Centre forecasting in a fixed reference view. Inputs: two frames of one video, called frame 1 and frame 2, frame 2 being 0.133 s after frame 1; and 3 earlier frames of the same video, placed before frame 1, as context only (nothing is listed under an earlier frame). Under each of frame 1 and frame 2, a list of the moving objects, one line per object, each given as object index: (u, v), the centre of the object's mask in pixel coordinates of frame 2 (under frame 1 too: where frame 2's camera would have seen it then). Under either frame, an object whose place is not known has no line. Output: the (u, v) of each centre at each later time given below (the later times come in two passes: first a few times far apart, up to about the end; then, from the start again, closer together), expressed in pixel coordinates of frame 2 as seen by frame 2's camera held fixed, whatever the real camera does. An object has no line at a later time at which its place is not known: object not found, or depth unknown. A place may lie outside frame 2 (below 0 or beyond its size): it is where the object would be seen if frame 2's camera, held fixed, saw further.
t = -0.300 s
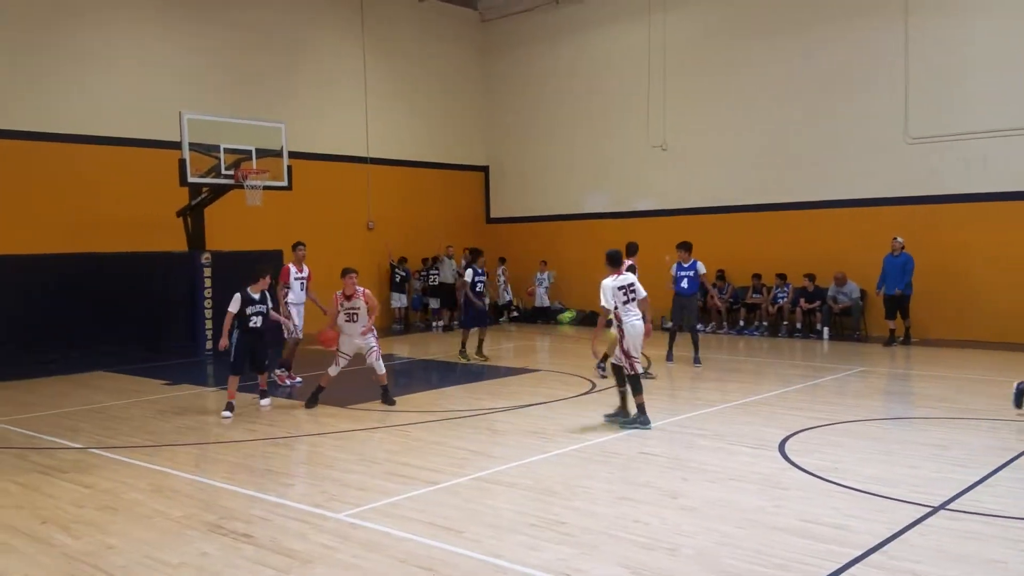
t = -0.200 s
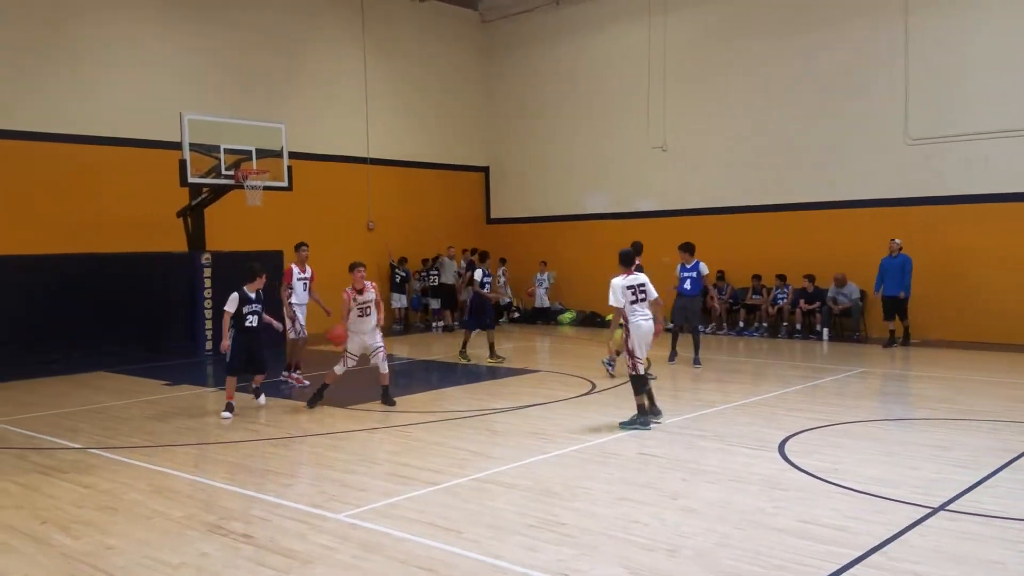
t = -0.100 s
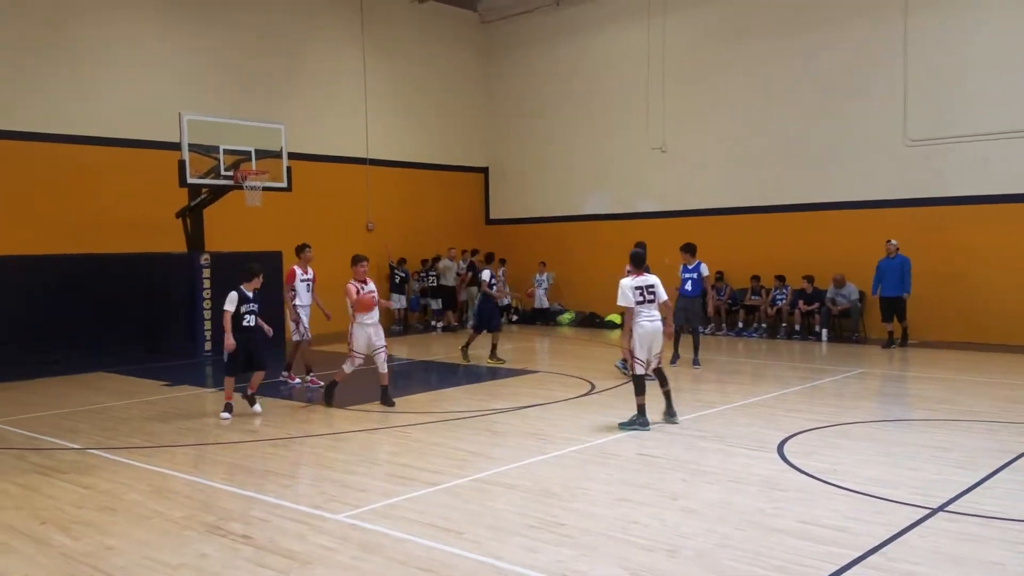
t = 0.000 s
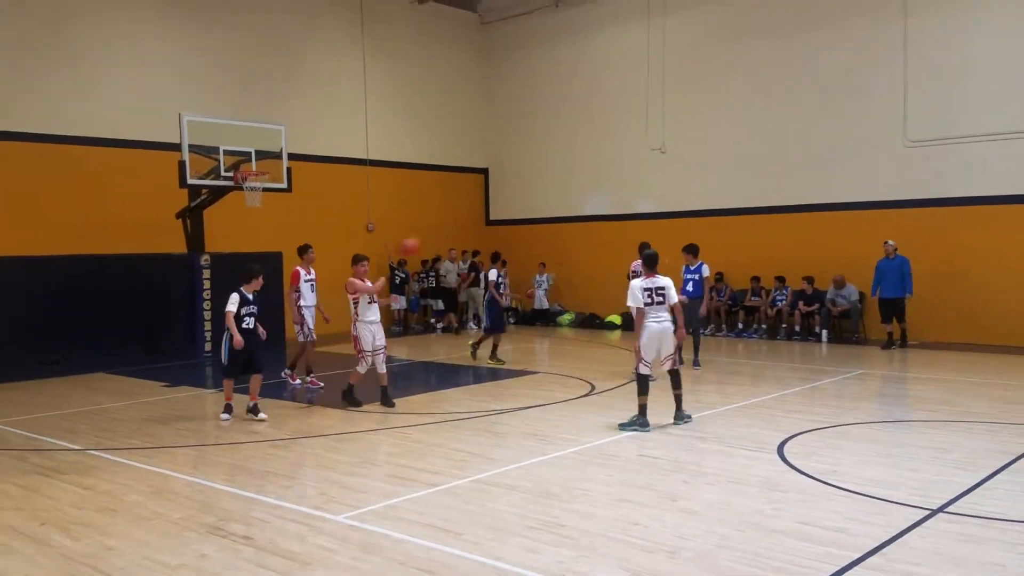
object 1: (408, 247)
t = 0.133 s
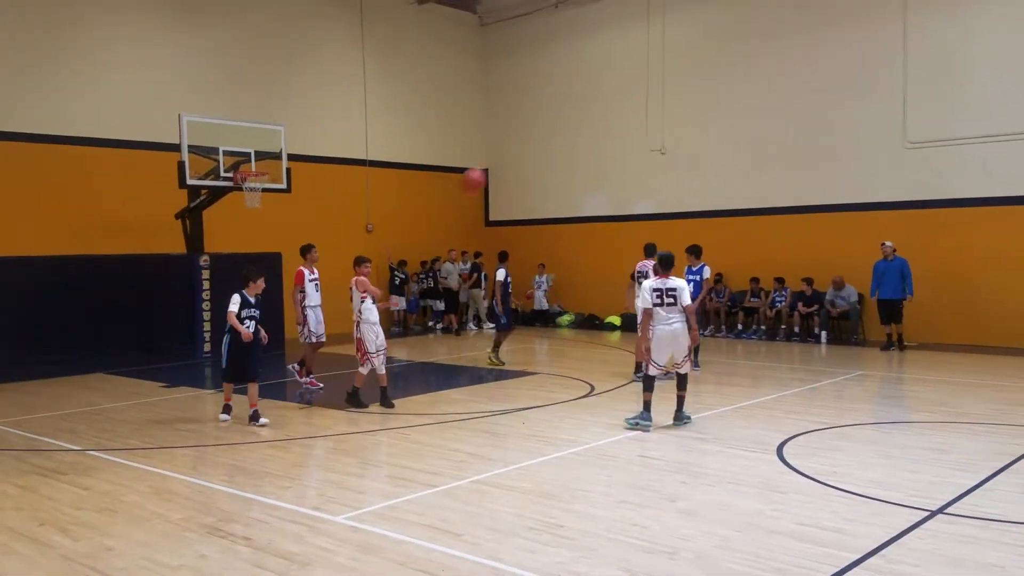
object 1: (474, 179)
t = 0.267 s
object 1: (548, 121)
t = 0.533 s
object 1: (743, 34)
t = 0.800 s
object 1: (1024, 29)
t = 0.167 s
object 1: (490, 165)
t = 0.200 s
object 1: (509, 150)
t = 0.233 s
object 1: (528, 134)
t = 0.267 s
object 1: (548, 121)
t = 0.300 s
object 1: (568, 108)
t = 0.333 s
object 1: (590, 94)
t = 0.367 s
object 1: (612, 83)
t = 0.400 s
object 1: (636, 70)
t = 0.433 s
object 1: (661, 60)
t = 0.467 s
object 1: (688, 50)
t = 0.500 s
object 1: (714, 42)
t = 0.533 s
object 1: (743, 34)
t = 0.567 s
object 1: (773, 28)
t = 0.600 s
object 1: (805, 22)
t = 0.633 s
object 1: (837, 19)
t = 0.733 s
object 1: (947, 19)
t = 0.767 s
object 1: (989, 23)
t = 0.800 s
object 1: (1024, 29)
